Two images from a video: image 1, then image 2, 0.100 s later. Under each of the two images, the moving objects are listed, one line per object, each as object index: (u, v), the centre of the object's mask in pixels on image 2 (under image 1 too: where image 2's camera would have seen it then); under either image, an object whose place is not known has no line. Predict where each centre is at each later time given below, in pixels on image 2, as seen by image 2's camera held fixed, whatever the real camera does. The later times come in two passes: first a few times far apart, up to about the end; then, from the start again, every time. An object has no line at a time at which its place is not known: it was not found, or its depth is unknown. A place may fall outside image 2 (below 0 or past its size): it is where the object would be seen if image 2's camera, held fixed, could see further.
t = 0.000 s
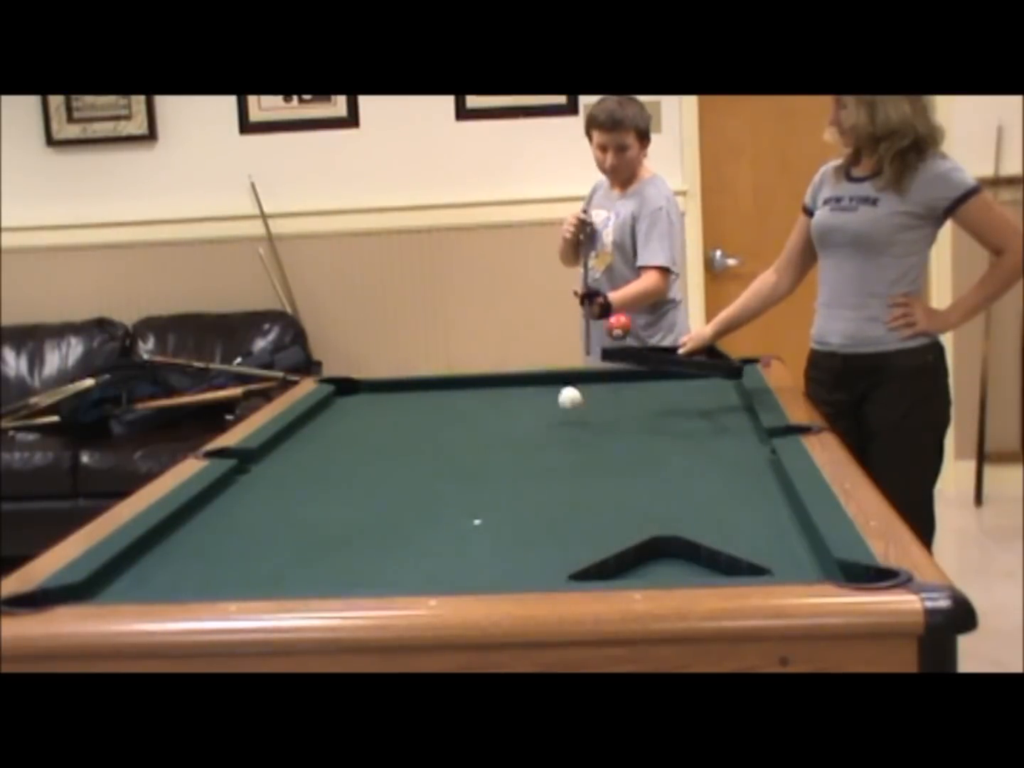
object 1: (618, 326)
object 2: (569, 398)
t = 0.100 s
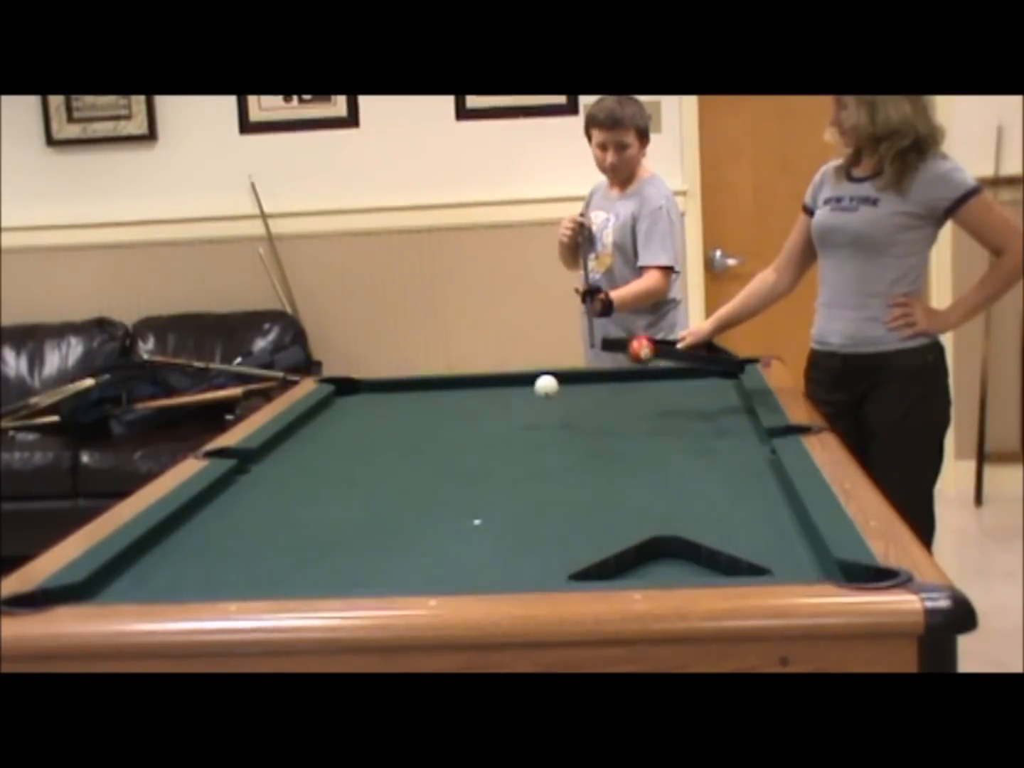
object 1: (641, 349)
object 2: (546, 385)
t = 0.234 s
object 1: (675, 434)
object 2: (517, 408)
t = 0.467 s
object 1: (726, 460)
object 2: (475, 415)
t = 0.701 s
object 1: (781, 492)
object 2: (434, 416)
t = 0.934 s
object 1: (766, 519)
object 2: (396, 416)
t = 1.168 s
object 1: (749, 544)
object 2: (361, 417)
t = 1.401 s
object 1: (781, 561)
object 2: (328, 417)
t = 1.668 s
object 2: (316, 417)
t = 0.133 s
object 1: (649, 368)
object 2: (539, 390)
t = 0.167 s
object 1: (658, 392)
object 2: (531, 400)
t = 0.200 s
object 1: (667, 422)
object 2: (524, 413)
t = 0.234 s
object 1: (675, 434)
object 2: (517, 408)
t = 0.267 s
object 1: (681, 426)
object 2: (511, 408)
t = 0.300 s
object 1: (689, 423)
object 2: (505, 413)
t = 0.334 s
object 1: (696, 426)
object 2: (499, 413)
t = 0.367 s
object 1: (704, 433)
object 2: (493, 414)
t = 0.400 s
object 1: (711, 447)
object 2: (487, 414)
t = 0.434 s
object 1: (720, 462)
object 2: (481, 415)
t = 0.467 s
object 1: (726, 460)
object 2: (475, 415)
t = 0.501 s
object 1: (734, 464)
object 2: (469, 415)
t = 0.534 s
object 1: (742, 473)
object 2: (463, 415)
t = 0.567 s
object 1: (749, 476)
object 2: (456, 415)
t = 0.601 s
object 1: (758, 480)
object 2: (451, 415)
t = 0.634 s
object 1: (766, 484)
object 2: (445, 415)
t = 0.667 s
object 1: (774, 489)
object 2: (440, 416)
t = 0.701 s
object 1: (781, 492)
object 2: (434, 416)
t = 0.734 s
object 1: (780, 497)
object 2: (428, 416)
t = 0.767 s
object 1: (778, 499)
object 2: (422, 416)
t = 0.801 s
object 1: (775, 504)
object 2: (417, 416)
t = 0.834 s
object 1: (773, 507)
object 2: (412, 416)
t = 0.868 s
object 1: (771, 510)
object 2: (406, 416)
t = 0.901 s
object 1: (769, 515)
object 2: (401, 416)
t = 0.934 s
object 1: (766, 519)
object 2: (396, 416)
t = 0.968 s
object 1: (764, 522)
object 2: (390, 416)
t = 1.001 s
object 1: (761, 527)
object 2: (385, 417)
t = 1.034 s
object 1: (760, 530)
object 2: (380, 417)
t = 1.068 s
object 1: (757, 534)
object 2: (375, 417)
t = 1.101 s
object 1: (754, 539)
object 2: (371, 417)
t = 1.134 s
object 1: (751, 541)
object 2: (366, 417)
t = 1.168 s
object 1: (749, 544)
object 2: (361, 417)
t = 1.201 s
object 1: (748, 547)
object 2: (356, 417)
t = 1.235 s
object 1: (750, 549)
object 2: (351, 417)
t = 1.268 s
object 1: (755, 551)
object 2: (347, 418)
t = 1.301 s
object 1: (762, 554)
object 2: (342, 418)
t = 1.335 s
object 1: (769, 557)
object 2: (337, 418)
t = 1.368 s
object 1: (775, 559)
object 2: (333, 418)
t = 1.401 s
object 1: (781, 561)
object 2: (328, 417)
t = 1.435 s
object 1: (788, 563)
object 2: (324, 417)
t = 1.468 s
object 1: (795, 564)
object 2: (320, 418)
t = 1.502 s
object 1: (802, 566)
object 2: (315, 418)
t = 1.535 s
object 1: (809, 567)
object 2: (311, 418)
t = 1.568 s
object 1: (816, 569)
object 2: (308, 418)
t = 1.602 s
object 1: (823, 571)
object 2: (310, 418)
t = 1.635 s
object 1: (833, 577)
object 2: (313, 418)
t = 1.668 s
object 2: (316, 417)
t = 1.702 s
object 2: (319, 417)
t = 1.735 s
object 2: (321, 417)
